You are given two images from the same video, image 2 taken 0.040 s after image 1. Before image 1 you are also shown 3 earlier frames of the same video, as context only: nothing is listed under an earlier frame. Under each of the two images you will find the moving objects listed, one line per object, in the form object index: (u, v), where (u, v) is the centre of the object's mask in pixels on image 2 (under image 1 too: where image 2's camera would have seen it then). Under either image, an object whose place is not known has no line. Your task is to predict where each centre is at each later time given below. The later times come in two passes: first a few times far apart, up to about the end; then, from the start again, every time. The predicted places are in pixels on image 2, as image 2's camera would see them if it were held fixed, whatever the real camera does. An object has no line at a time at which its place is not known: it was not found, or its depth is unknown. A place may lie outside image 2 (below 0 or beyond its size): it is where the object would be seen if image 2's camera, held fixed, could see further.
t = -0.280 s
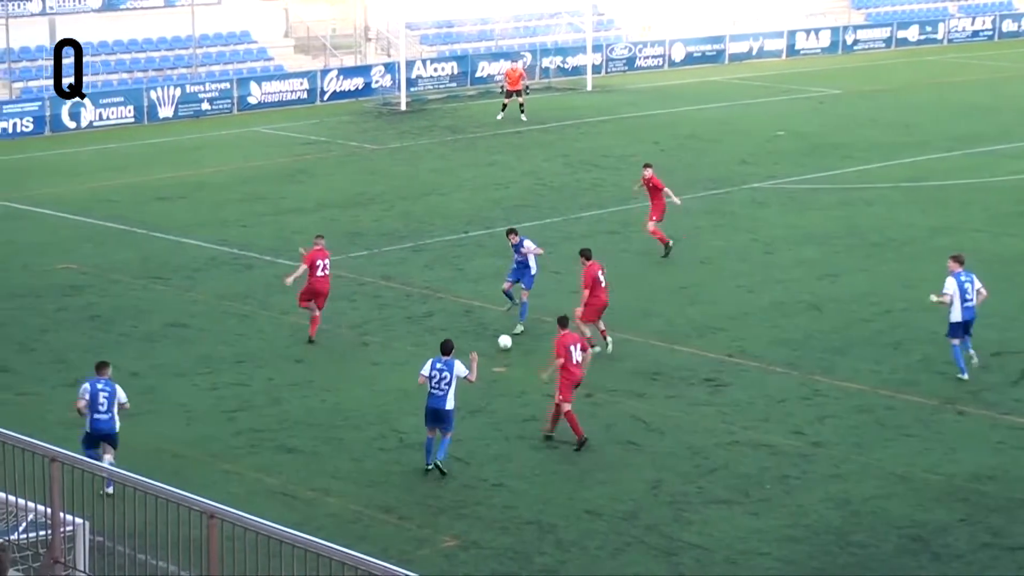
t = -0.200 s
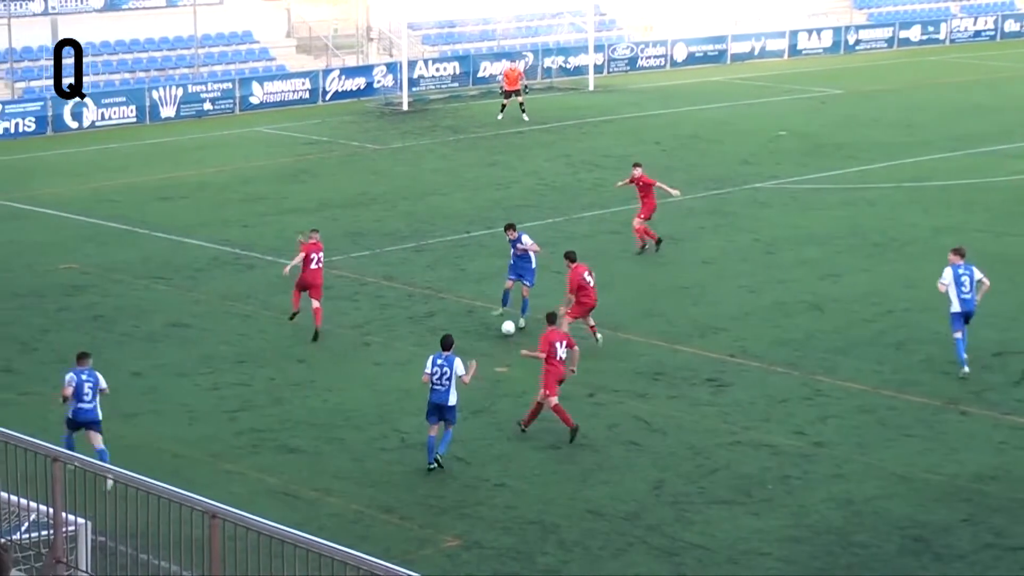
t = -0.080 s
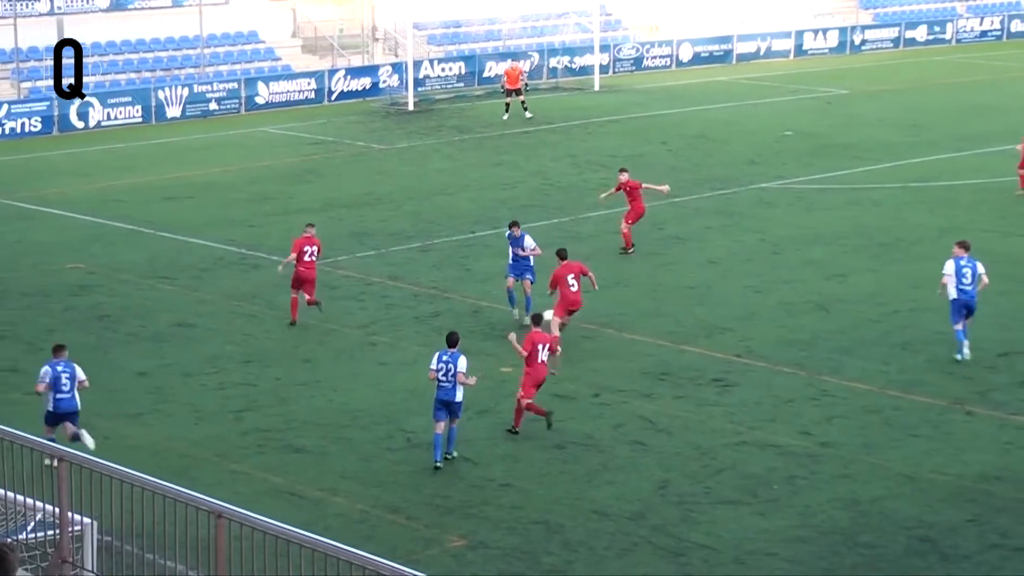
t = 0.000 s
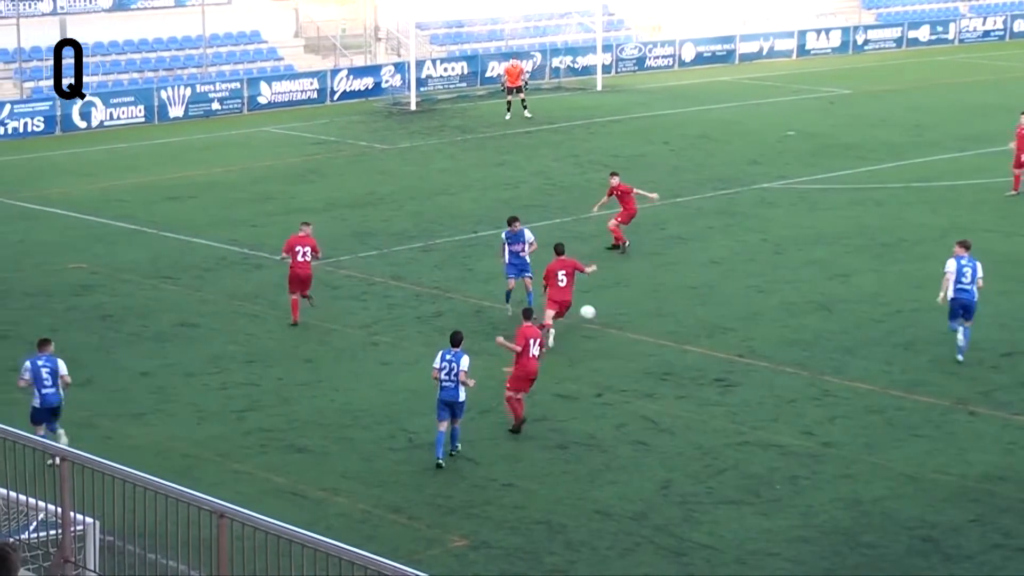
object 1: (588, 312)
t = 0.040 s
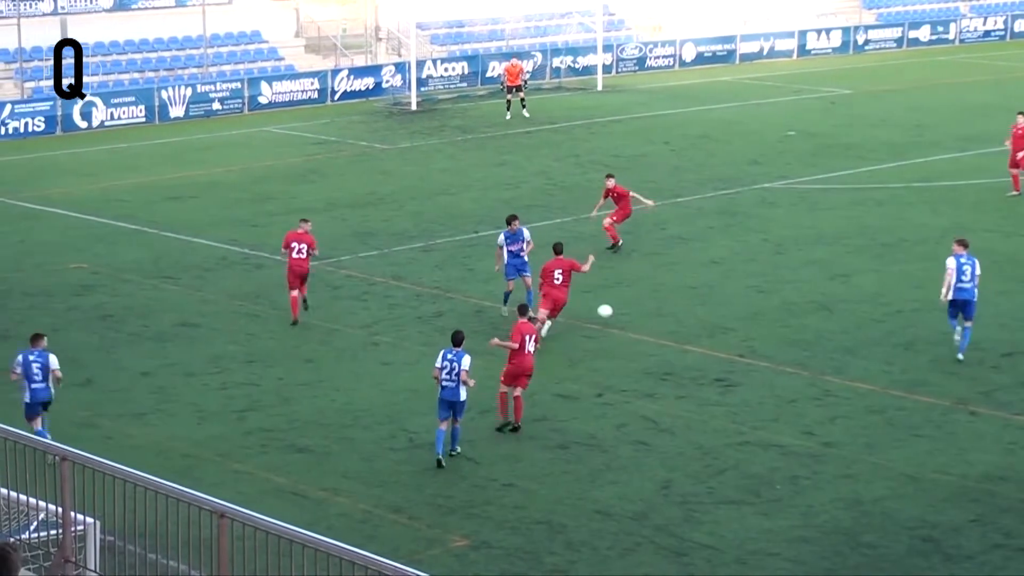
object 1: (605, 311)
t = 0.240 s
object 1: (684, 312)
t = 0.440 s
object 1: (749, 309)
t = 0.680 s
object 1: (818, 308)
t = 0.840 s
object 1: (859, 306)
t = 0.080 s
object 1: (622, 311)
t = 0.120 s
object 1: (638, 313)
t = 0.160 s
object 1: (655, 315)
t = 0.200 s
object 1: (670, 315)
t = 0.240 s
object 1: (684, 312)
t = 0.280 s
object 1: (697, 309)
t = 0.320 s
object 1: (710, 308)
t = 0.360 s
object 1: (723, 306)
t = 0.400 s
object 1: (736, 307)
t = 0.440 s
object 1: (749, 309)
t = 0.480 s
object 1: (762, 311)
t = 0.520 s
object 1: (774, 311)
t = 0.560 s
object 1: (785, 308)
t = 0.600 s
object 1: (796, 307)
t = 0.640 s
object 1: (807, 307)
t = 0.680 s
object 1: (818, 308)
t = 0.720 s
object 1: (828, 310)
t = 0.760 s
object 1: (839, 309)
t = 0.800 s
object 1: (849, 308)
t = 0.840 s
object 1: (859, 306)
